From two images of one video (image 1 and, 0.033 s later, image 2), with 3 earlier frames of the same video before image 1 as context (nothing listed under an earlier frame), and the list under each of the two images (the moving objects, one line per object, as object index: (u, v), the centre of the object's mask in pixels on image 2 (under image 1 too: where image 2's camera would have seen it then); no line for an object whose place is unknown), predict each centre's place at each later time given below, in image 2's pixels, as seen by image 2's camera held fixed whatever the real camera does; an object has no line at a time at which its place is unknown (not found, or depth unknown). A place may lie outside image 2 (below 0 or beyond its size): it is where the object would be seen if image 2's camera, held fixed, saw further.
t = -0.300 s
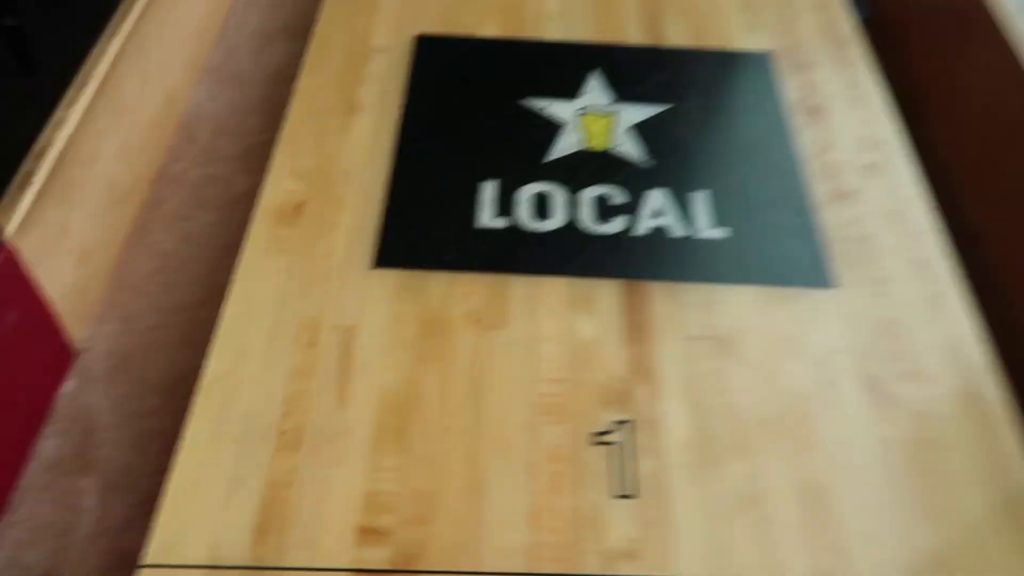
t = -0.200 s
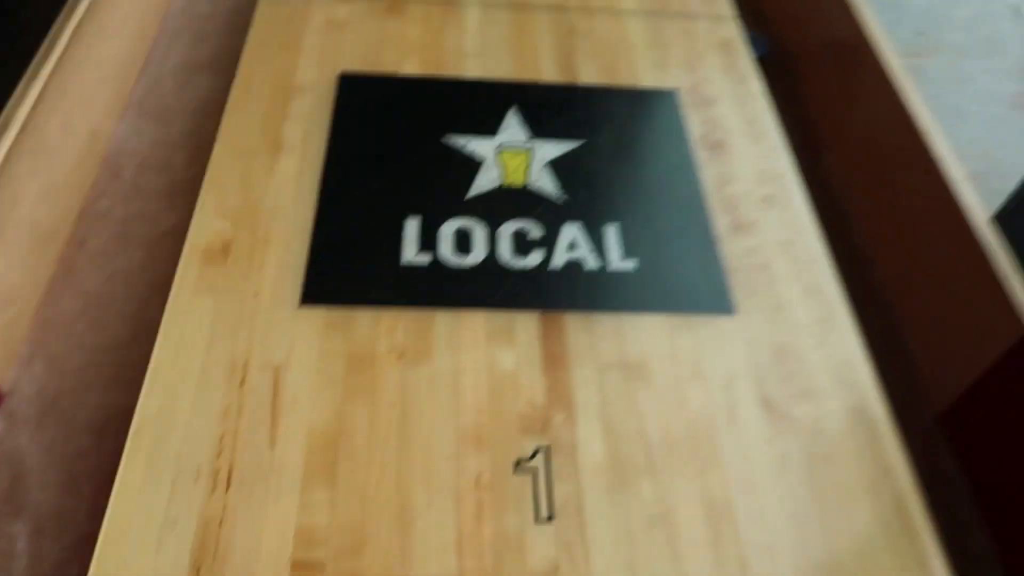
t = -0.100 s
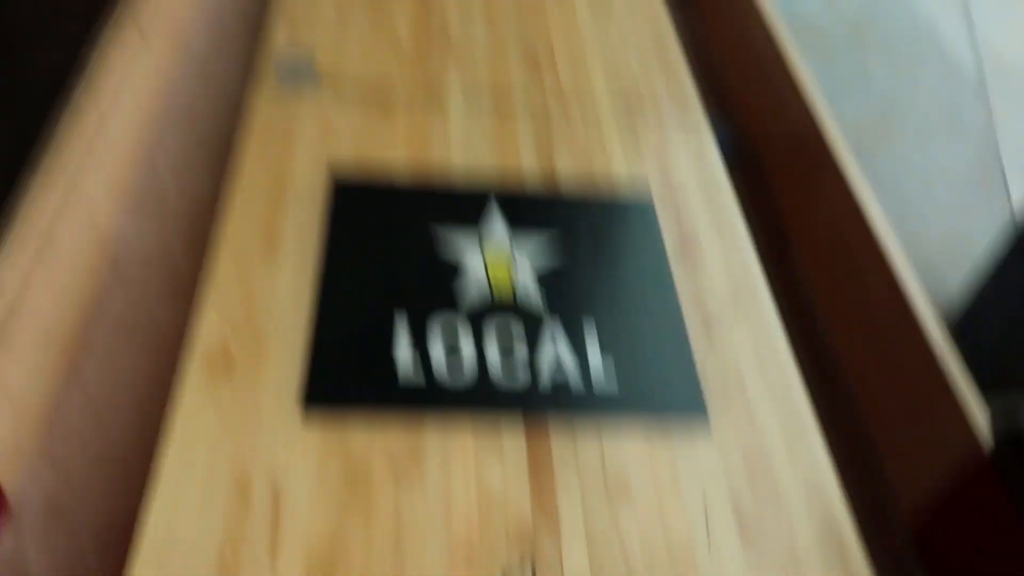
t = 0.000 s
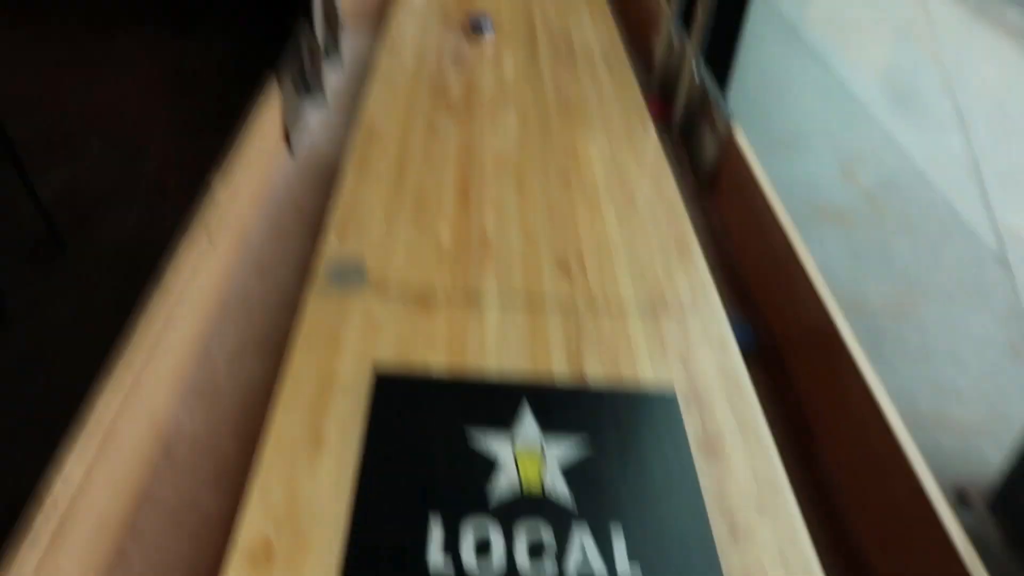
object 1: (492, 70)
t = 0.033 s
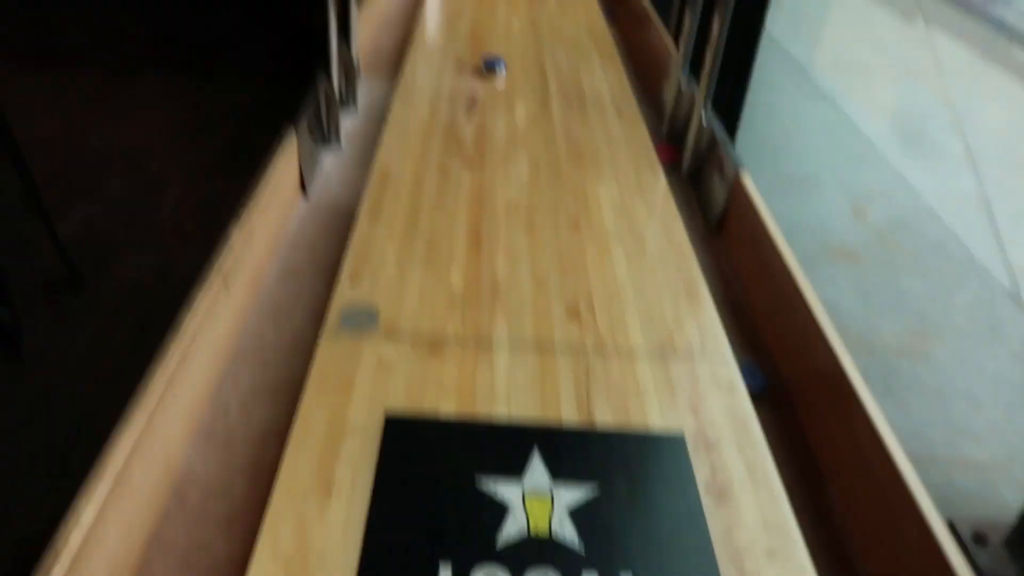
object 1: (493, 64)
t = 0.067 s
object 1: (495, 58)
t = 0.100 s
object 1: (495, 50)
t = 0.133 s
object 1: (496, 43)
